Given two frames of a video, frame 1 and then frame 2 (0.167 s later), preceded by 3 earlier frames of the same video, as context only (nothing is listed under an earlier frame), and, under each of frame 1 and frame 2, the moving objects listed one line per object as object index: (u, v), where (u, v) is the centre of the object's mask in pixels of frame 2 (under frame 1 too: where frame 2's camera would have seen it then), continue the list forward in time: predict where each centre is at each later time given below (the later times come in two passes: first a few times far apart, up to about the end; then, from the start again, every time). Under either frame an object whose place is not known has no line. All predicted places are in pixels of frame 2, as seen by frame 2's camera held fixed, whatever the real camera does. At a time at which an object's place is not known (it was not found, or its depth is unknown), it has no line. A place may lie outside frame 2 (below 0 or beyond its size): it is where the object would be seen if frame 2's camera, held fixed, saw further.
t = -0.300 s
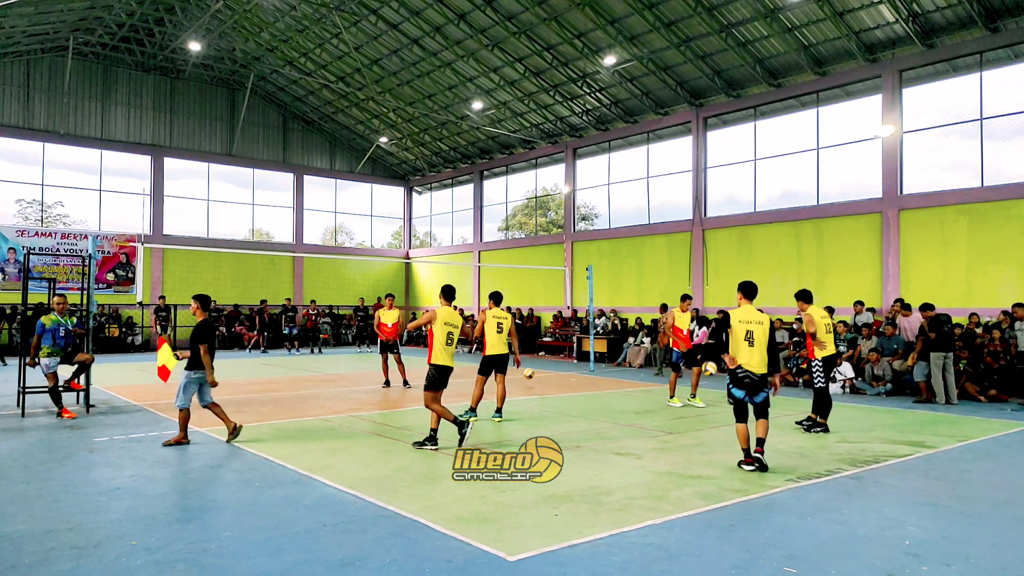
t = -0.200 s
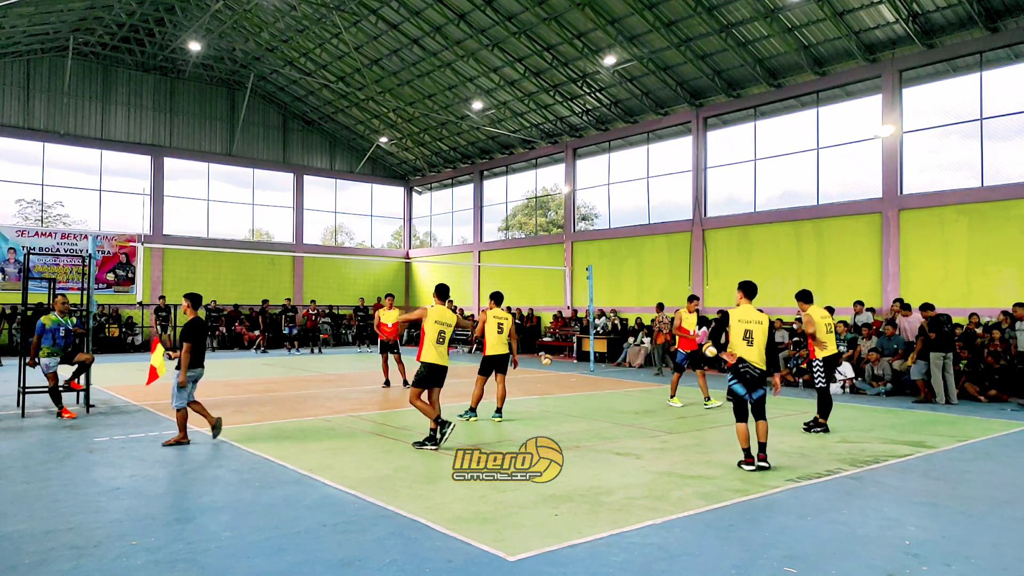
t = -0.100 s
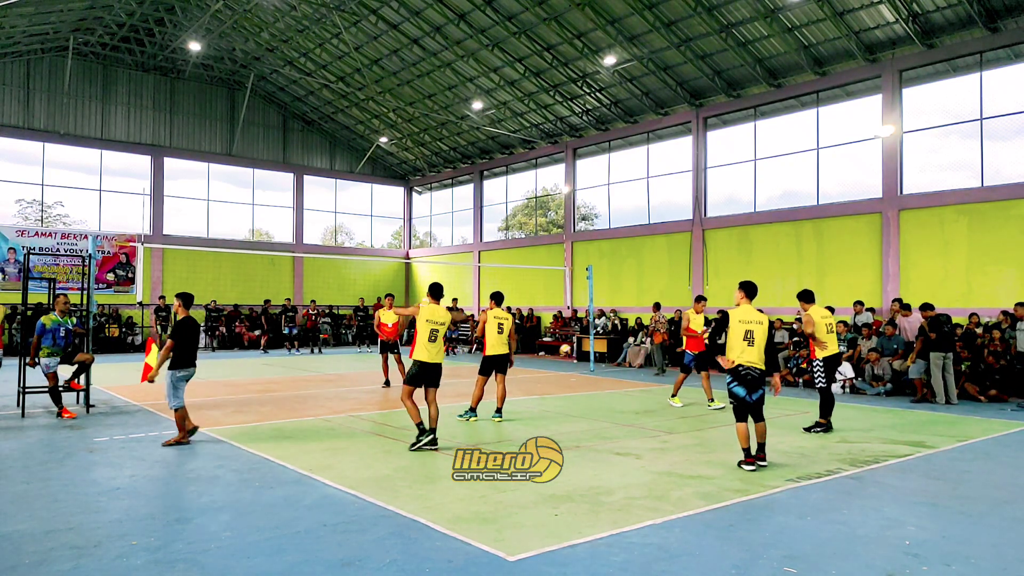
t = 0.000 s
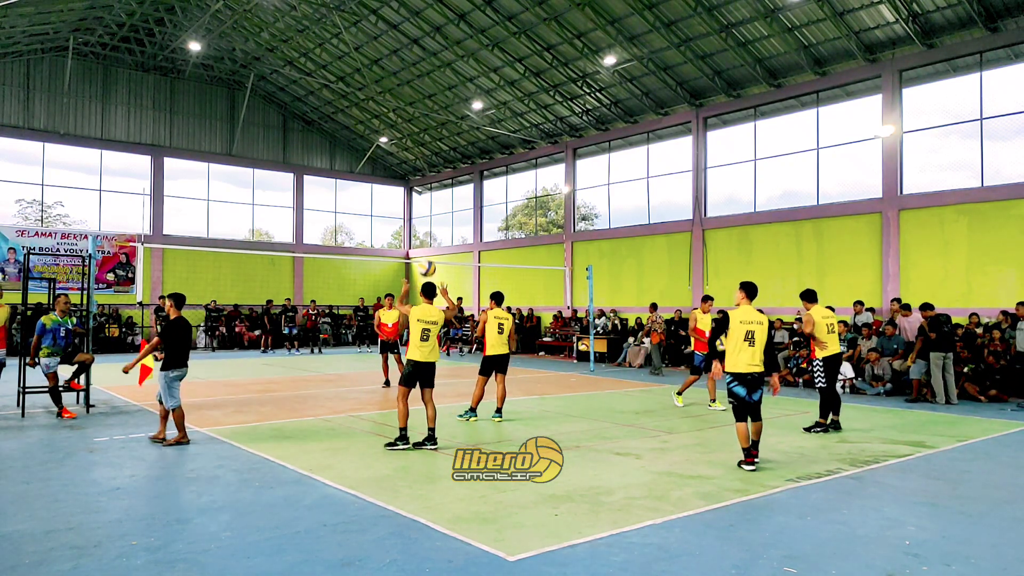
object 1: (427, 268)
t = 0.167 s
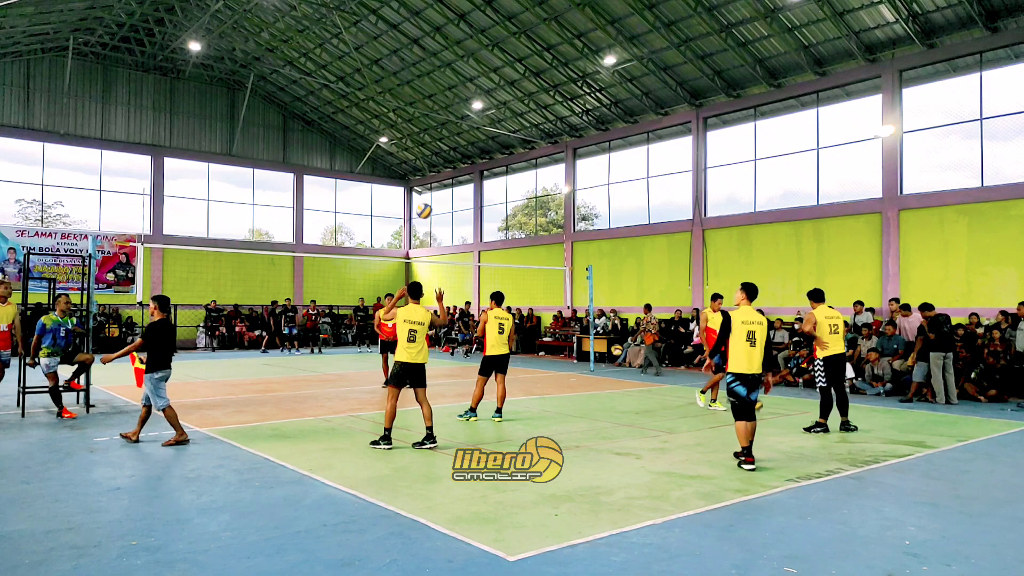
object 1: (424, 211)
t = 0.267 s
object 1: (422, 193)
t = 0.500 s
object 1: (420, 182)
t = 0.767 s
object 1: (419, 210)
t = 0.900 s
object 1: (419, 237)
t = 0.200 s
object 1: (423, 204)
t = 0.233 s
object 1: (423, 198)
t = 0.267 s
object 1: (422, 193)
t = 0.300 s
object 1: (421, 189)
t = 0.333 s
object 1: (421, 186)
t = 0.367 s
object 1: (421, 184)
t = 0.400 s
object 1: (421, 182)
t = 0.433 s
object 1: (421, 182)
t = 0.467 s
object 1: (420, 182)
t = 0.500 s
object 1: (420, 182)
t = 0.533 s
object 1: (420, 183)
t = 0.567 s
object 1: (420, 186)
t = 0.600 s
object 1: (420, 188)
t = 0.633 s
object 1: (419, 191)
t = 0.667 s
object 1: (420, 194)
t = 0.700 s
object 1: (420, 200)
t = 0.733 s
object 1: (419, 205)
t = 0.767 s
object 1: (419, 210)
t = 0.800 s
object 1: (419, 216)
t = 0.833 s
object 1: (419, 223)
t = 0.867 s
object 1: (419, 229)
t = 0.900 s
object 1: (419, 237)
